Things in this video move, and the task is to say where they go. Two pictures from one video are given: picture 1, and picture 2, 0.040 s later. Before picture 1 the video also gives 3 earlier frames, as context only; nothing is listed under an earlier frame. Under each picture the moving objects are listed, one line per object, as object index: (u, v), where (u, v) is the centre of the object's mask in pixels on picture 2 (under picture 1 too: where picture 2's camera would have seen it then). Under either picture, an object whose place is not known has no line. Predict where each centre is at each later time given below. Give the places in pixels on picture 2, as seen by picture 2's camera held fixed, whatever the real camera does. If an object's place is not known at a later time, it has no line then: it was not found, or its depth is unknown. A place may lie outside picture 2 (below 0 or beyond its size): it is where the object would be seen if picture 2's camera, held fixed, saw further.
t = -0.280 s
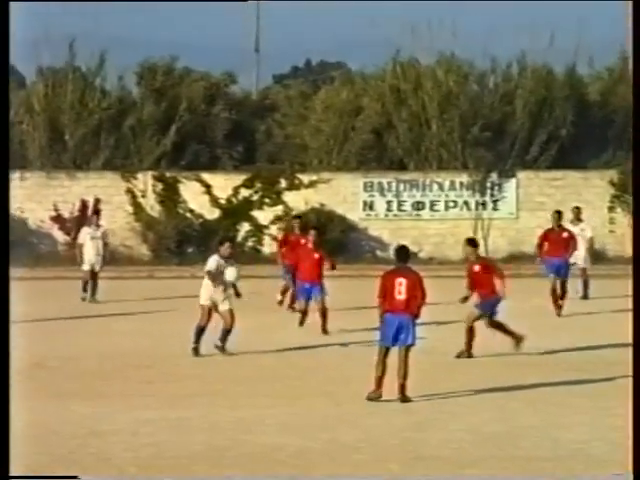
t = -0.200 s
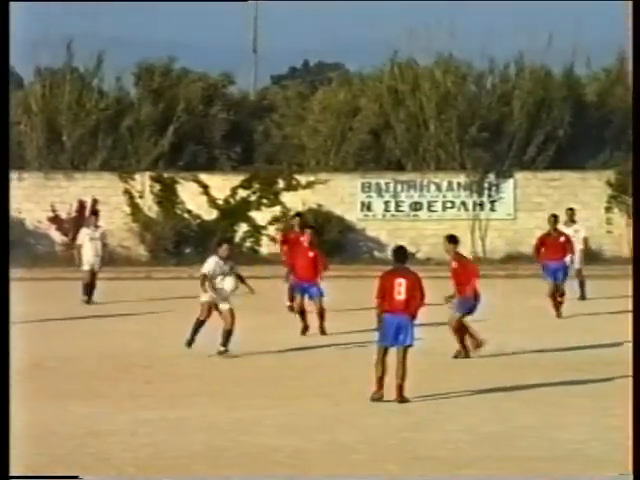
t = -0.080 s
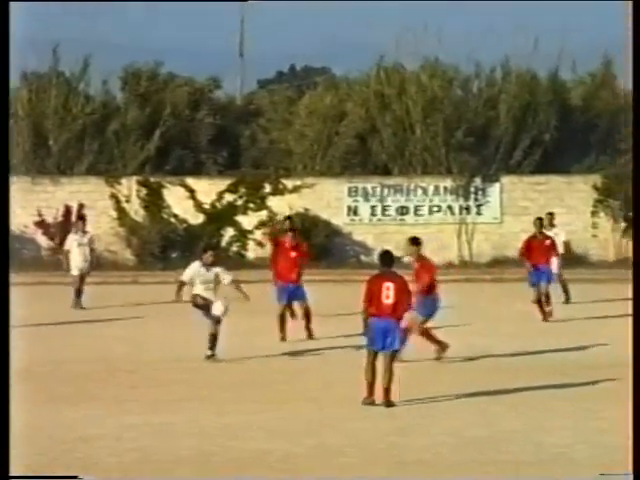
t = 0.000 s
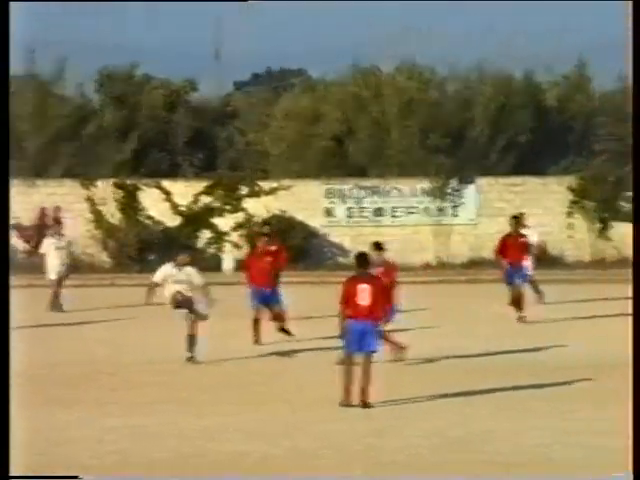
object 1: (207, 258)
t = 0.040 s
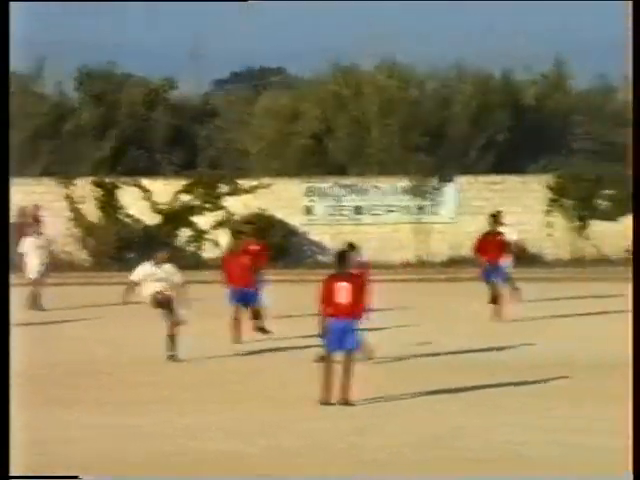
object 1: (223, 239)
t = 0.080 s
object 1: (241, 213)
